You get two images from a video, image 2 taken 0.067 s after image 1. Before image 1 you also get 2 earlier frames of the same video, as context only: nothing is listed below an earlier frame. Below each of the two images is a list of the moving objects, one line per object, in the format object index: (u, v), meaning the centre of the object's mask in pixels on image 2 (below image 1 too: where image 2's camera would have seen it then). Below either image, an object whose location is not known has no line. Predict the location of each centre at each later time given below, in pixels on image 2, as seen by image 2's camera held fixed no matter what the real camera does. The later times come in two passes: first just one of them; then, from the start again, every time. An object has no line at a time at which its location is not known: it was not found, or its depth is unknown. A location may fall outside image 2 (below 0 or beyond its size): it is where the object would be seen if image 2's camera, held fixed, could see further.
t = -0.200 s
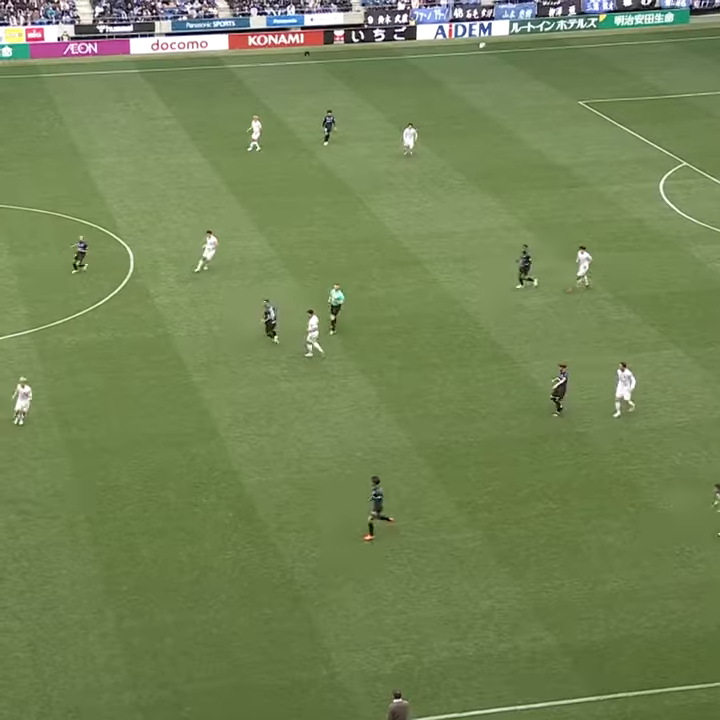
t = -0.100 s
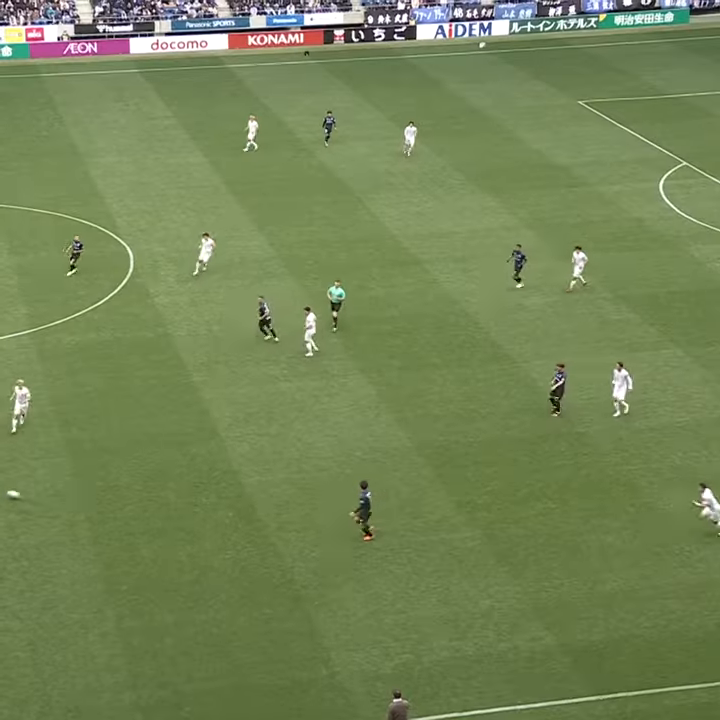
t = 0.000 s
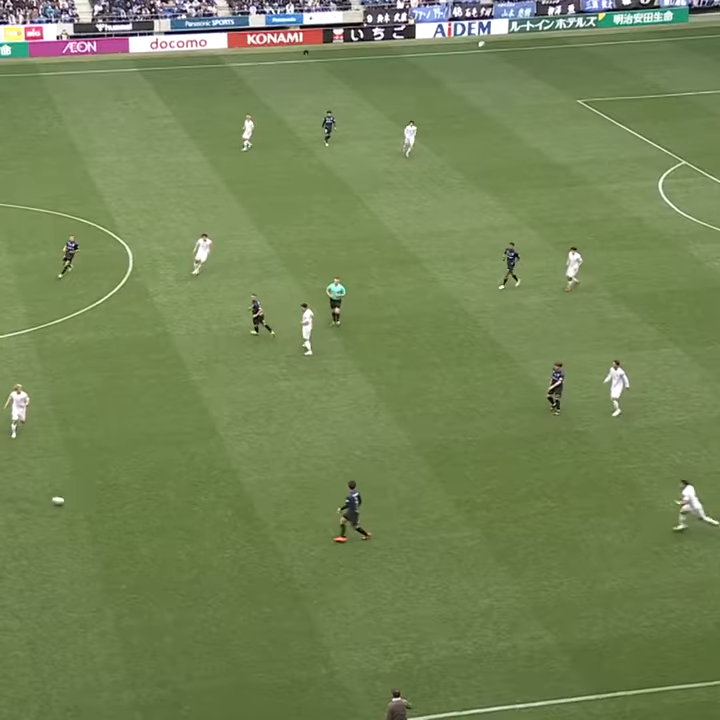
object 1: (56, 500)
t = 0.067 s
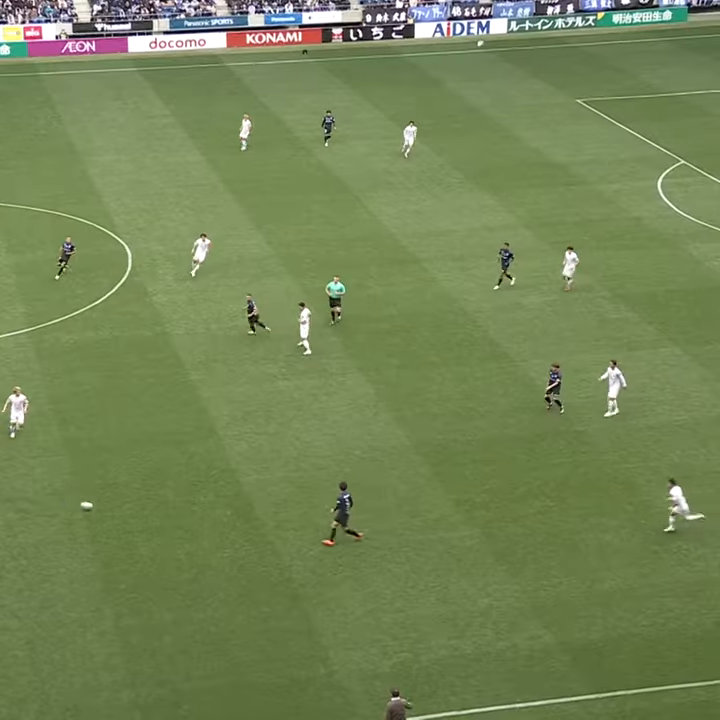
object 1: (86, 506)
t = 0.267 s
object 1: (170, 521)
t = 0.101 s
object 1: (100, 509)
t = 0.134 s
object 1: (115, 513)
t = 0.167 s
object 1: (129, 515)
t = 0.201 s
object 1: (143, 517)
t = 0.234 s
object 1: (157, 519)
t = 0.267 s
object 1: (170, 521)
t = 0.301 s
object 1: (183, 524)
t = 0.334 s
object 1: (197, 527)
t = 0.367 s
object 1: (210, 530)
